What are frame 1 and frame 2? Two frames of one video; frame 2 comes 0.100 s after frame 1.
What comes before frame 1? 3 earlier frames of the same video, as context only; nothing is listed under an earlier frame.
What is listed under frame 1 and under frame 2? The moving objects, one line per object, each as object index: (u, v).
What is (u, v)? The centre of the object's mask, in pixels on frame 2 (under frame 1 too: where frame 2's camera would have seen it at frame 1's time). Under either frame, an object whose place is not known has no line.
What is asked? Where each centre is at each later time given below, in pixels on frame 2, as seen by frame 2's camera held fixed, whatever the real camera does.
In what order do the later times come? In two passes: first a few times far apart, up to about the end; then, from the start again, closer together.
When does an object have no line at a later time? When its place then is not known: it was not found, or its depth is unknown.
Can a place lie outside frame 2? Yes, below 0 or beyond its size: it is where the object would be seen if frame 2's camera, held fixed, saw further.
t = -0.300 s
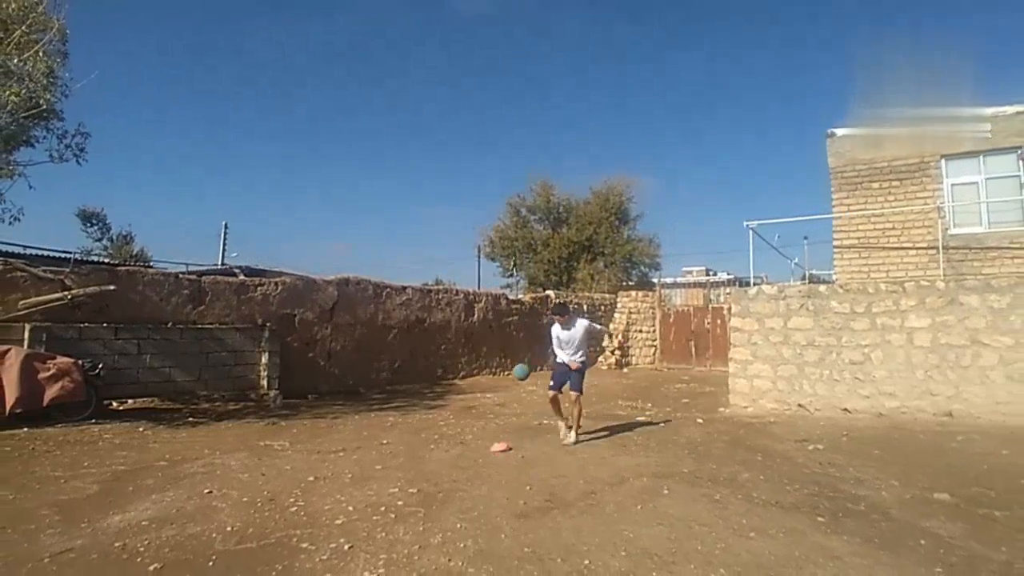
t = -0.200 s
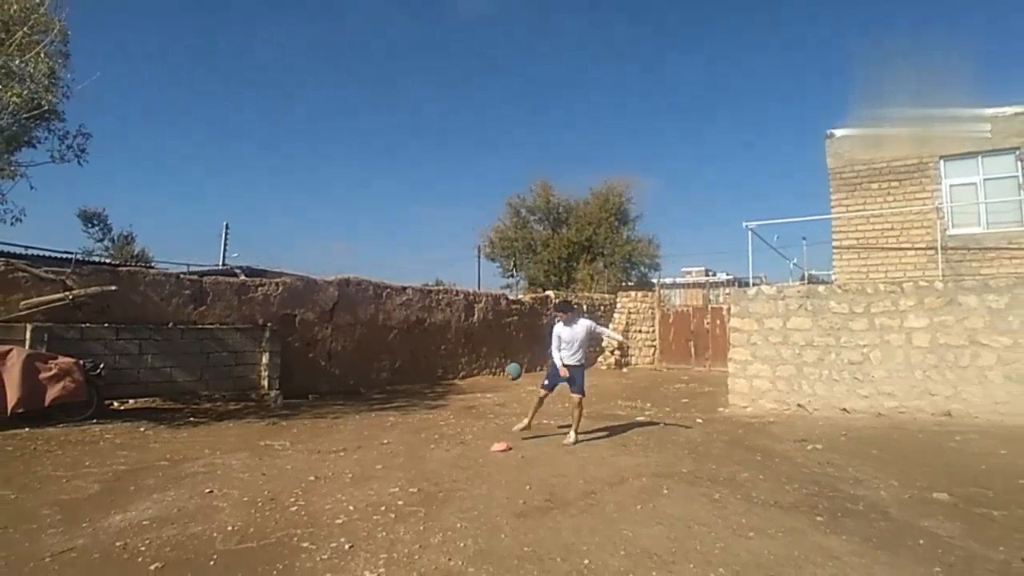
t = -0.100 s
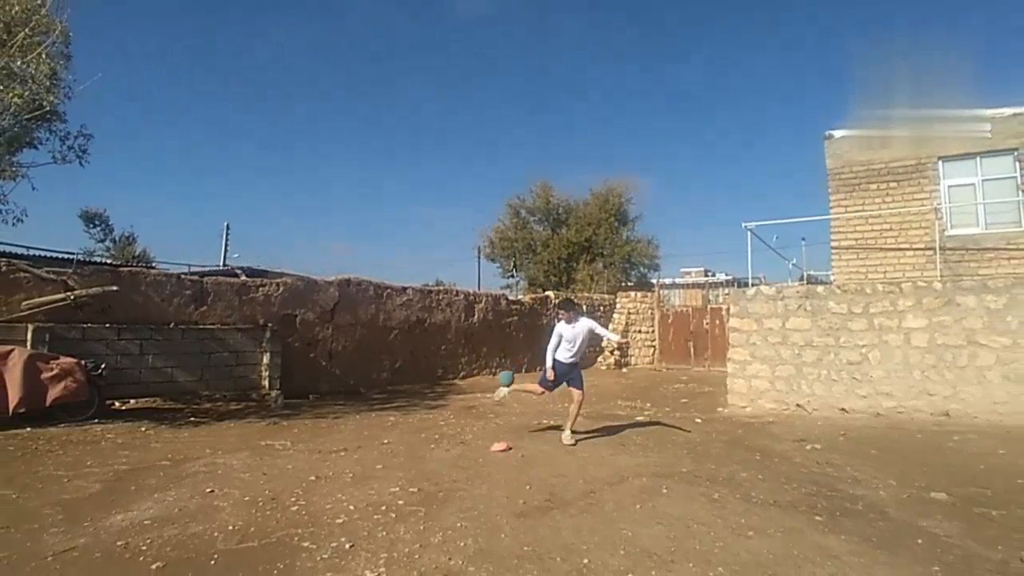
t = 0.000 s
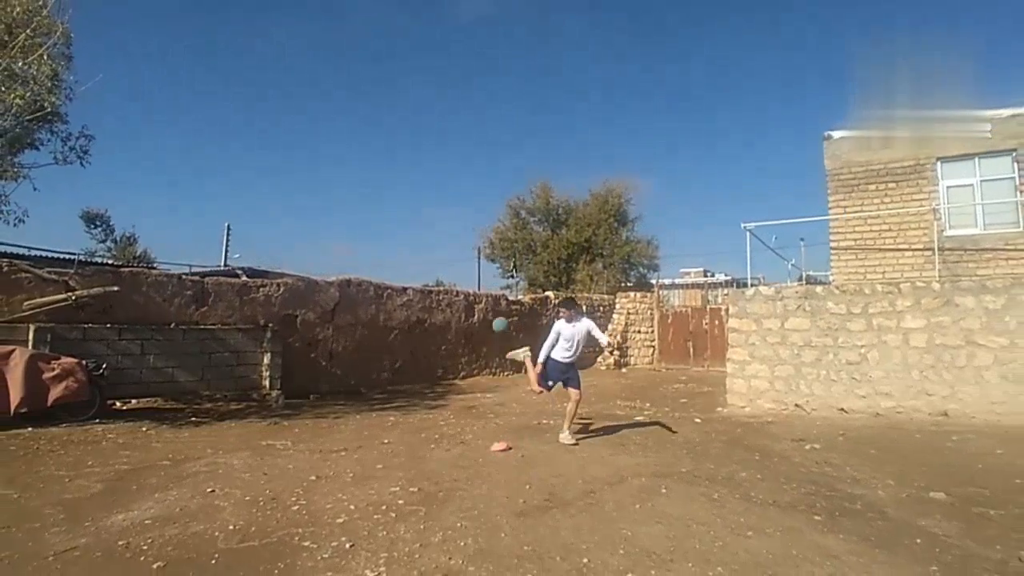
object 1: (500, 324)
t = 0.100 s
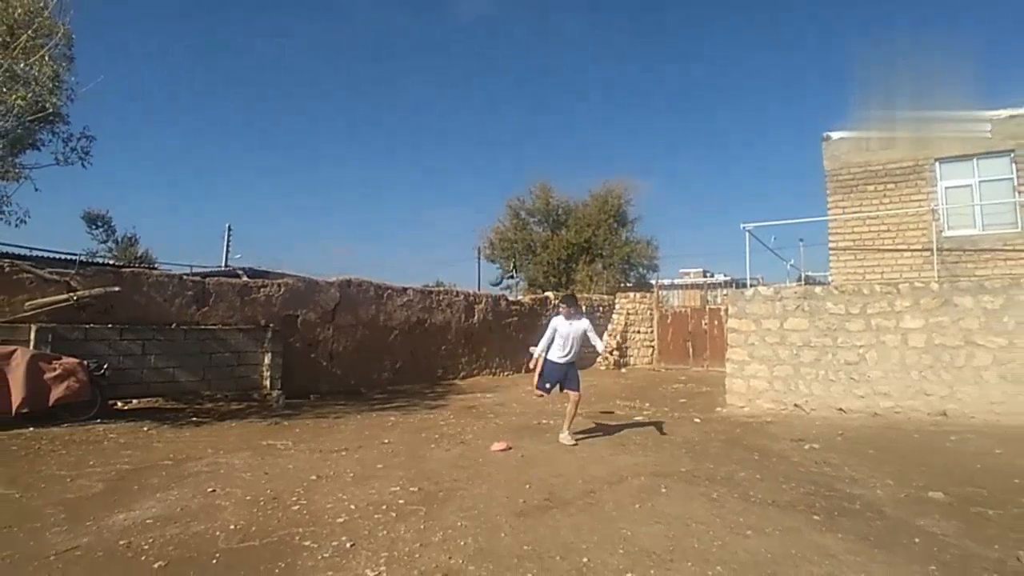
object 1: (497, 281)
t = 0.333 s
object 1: (482, 200)
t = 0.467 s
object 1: (474, 173)
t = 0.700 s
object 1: (459, 161)
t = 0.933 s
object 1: (443, 192)
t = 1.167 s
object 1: (426, 271)
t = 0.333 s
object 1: (482, 200)
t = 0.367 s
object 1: (480, 191)
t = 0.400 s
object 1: (478, 185)
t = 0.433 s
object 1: (476, 178)
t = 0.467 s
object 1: (474, 173)
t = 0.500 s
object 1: (472, 169)
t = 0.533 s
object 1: (469, 166)
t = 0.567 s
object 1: (468, 163)
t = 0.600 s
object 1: (466, 161)
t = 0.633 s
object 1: (463, 160)
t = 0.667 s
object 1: (461, 160)
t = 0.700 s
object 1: (459, 161)
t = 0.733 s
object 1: (457, 162)
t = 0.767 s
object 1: (455, 165)
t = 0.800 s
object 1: (452, 169)
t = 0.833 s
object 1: (450, 173)
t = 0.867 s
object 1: (448, 178)
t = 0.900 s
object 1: (445, 185)
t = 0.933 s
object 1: (443, 192)
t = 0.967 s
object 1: (441, 200)
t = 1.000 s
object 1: (439, 209)
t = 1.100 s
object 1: (431, 243)
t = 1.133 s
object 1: (429, 256)
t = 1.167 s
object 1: (426, 271)
